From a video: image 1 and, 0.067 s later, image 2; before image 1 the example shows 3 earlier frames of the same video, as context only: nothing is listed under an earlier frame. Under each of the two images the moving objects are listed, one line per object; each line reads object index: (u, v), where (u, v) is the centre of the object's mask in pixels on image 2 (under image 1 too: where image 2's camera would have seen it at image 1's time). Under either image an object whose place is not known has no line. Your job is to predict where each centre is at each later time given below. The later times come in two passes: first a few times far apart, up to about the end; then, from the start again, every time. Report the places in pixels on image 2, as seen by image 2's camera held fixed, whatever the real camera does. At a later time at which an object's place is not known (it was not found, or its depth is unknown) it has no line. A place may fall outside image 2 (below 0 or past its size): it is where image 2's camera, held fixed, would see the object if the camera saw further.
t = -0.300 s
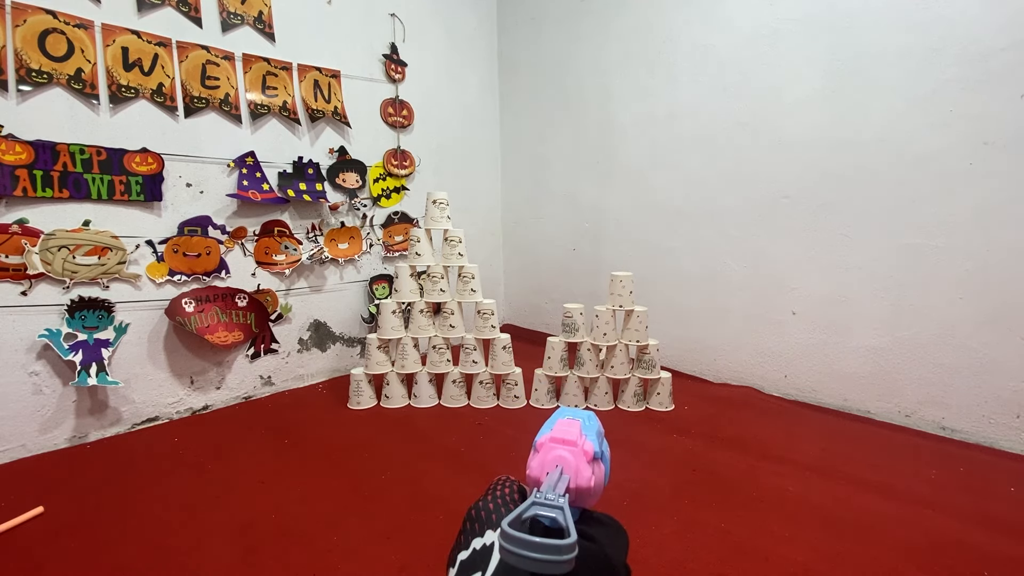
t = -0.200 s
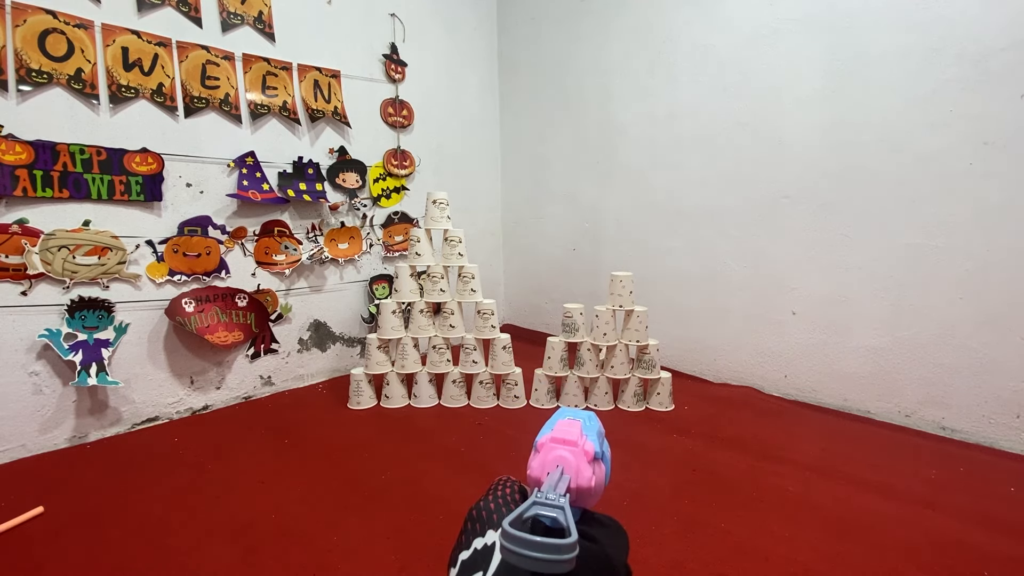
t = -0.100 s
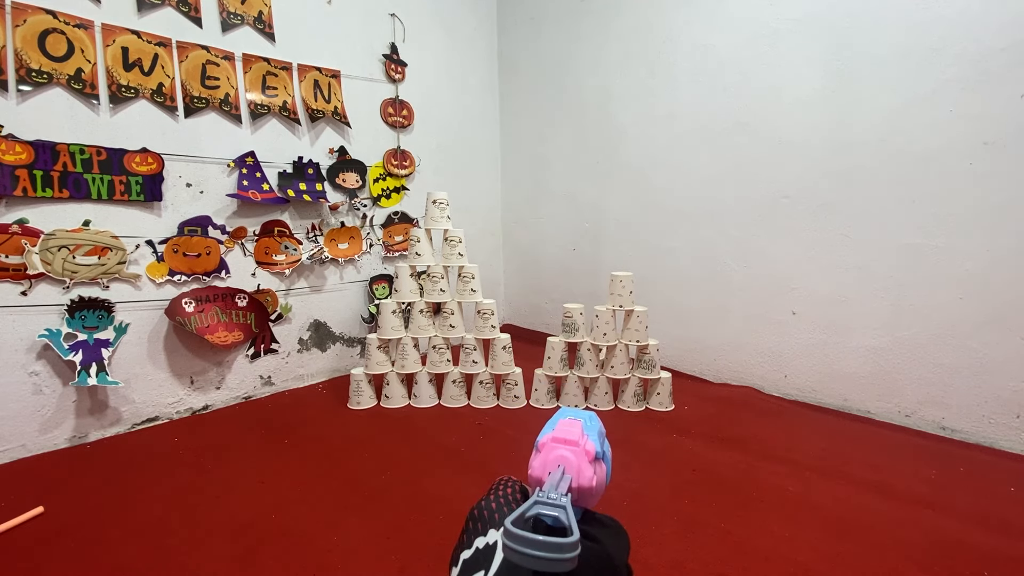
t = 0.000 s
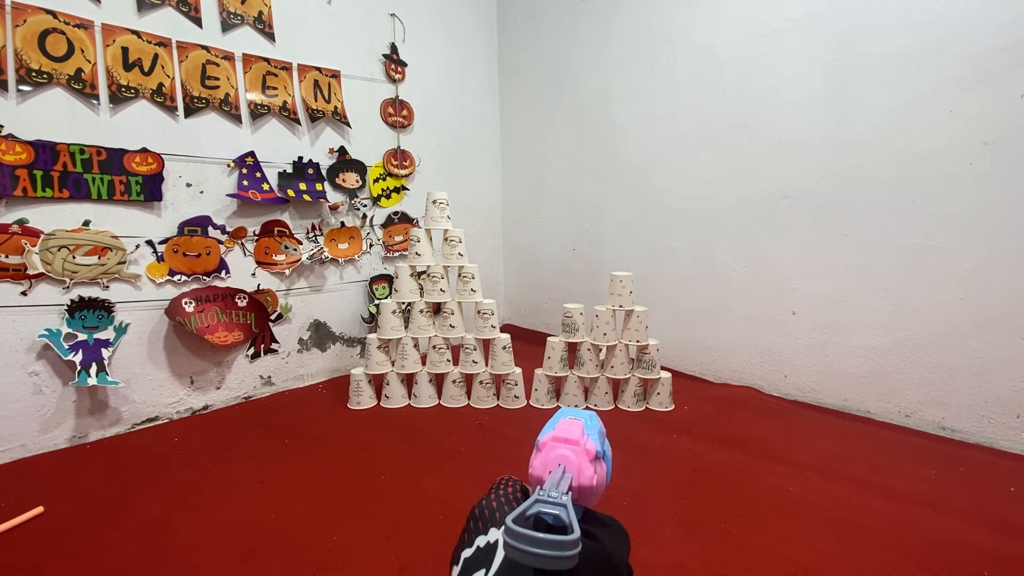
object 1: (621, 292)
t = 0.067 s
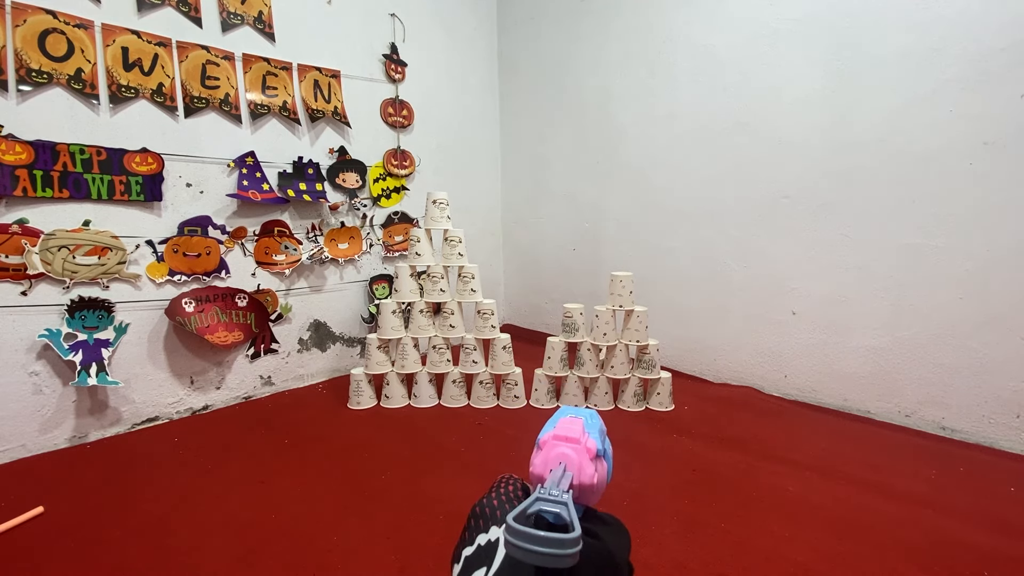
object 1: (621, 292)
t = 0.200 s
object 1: (621, 292)
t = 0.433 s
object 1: (622, 291)
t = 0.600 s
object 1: (615, 305)
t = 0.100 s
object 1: (621, 292)
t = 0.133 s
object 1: (621, 292)
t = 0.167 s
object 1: (621, 292)
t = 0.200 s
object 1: (621, 292)
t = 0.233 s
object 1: (621, 292)
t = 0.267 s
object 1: (621, 292)
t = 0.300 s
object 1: (621, 292)
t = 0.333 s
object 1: (621, 291)
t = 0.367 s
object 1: (621, 291)
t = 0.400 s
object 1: (621, 291)
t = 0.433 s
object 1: (622, 291)
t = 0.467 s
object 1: (622, 292)
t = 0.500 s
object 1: (621, 292)
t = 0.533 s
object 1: (620, 295)
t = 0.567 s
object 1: (618, 299)
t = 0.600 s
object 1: (615, 305)
